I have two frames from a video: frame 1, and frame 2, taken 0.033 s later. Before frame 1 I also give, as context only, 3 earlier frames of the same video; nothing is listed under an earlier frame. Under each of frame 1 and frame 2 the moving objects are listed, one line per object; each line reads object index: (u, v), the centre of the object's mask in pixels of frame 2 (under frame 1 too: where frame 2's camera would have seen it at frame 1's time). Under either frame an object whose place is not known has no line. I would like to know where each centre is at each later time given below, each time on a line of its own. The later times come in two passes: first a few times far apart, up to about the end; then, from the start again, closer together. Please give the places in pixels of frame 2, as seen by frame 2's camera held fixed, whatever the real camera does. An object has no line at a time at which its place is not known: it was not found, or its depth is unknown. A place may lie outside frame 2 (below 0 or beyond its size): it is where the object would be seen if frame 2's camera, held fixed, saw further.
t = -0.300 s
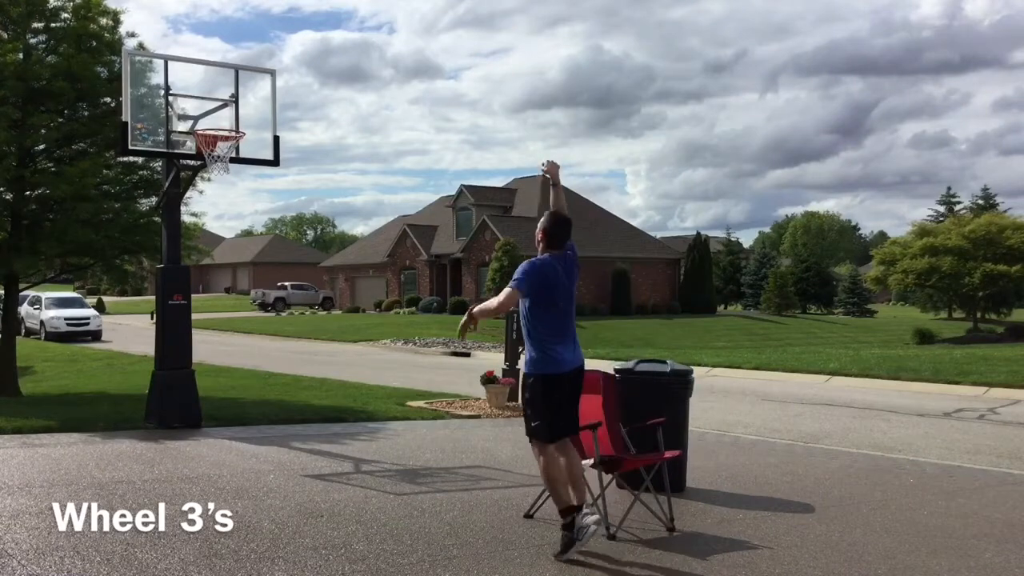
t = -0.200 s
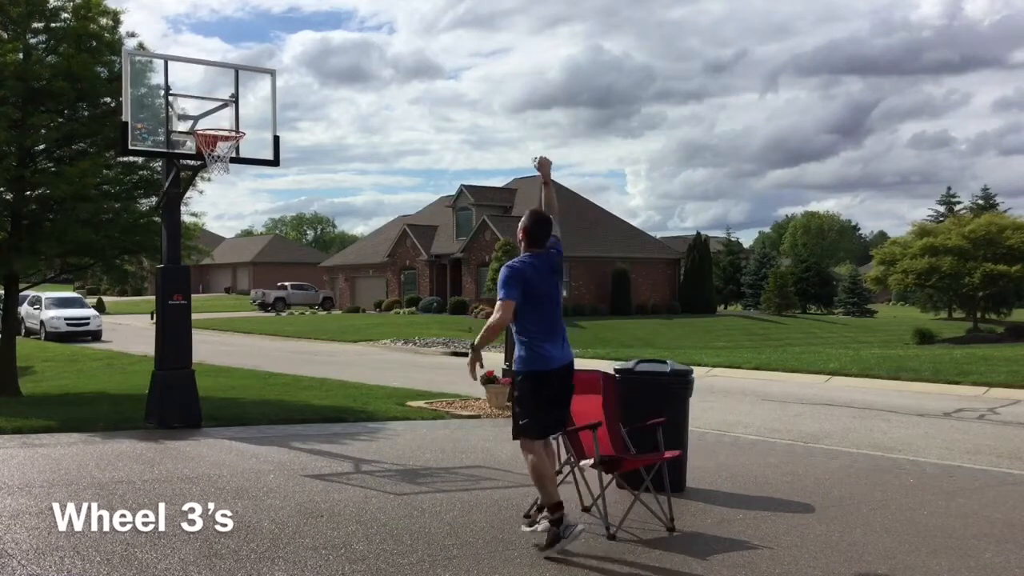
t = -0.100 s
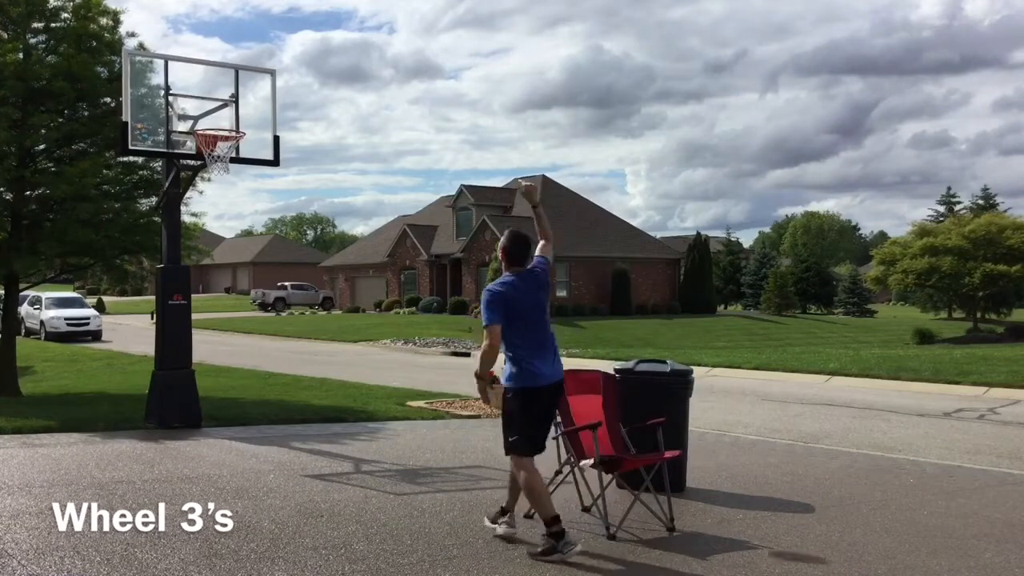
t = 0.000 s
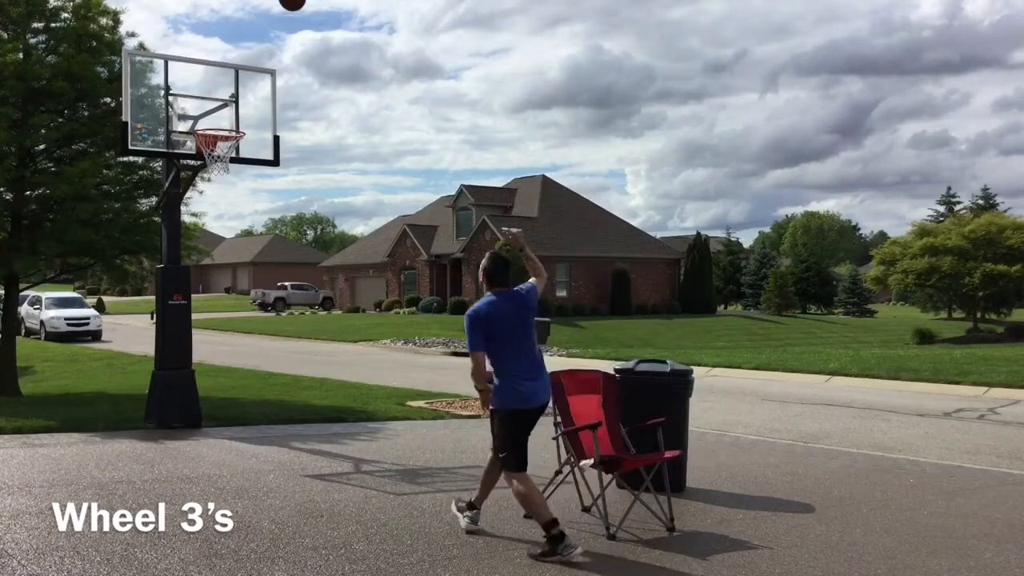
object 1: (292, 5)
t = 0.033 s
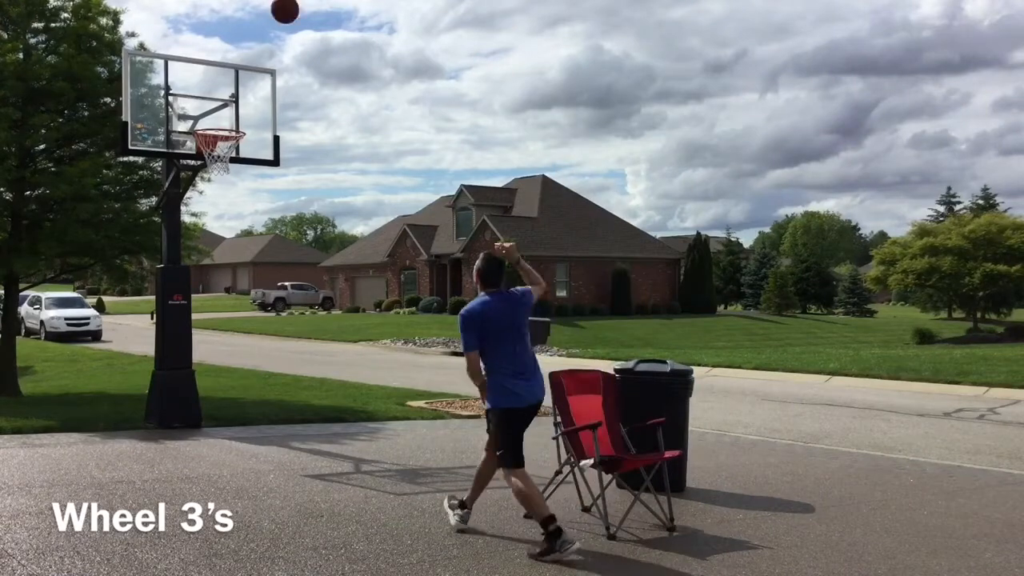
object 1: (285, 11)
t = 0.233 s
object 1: (247, 103)
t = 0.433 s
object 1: (213, 110)
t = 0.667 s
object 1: (221, 103)
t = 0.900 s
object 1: (231, 155)
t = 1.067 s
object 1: (237, 236)
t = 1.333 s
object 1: (247, 460)
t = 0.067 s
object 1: (278, 22)
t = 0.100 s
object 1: (271, 37)
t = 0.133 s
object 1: (265, 53)
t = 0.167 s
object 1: (259, 68)
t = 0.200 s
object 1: (253, 86)
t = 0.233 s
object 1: (247, 103)
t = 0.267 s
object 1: (241, 121)
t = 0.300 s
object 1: (235, 119)
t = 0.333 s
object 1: (228, 117)
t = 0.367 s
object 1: (221, 115)
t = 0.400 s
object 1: (214, 114)
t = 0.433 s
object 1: (213, 110)
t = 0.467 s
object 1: (214, 106)
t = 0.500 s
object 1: (215, 102)
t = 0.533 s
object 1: (216, 100)
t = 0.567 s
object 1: (217, 99)
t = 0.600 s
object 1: (218, 99)
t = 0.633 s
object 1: (219, 100)
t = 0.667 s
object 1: (221, 103)
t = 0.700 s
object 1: (222, 106)
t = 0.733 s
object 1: (223, 111)
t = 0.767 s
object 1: (224, 117)
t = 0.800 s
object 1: (225, 124)
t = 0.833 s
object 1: (228, 133)
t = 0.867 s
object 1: (229, 143)
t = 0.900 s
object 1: (231, 155)
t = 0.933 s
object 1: (231, 168)
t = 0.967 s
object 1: (233, 183)
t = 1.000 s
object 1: (234, 199)
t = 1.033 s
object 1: (235, 217)
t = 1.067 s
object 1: (237, 236)
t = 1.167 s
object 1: (241, 306)
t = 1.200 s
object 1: (242, 332)
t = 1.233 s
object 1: (243, 361)
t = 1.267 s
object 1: (244, 392)
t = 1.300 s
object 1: (246, 424)
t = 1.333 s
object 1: (247, 460)
